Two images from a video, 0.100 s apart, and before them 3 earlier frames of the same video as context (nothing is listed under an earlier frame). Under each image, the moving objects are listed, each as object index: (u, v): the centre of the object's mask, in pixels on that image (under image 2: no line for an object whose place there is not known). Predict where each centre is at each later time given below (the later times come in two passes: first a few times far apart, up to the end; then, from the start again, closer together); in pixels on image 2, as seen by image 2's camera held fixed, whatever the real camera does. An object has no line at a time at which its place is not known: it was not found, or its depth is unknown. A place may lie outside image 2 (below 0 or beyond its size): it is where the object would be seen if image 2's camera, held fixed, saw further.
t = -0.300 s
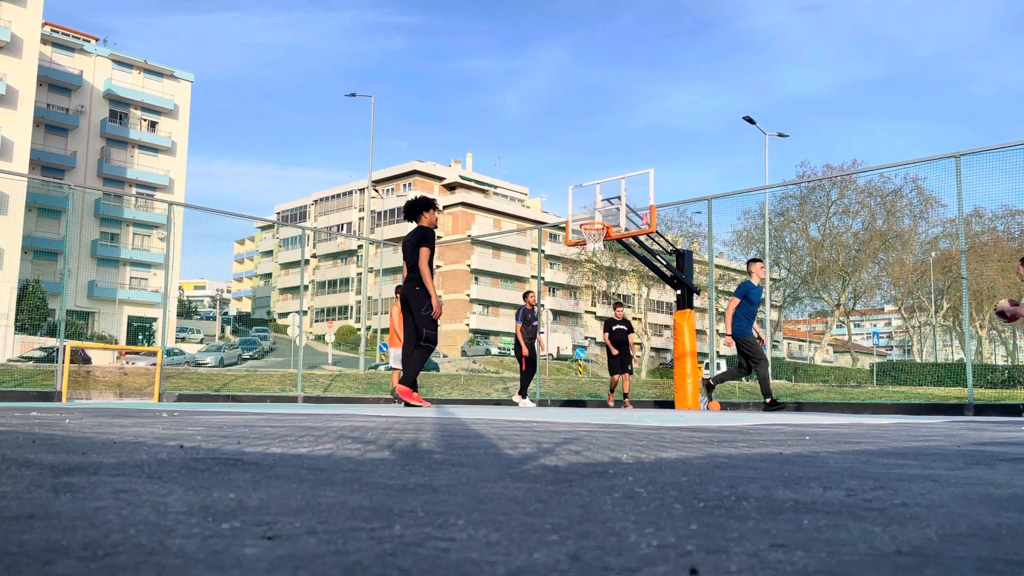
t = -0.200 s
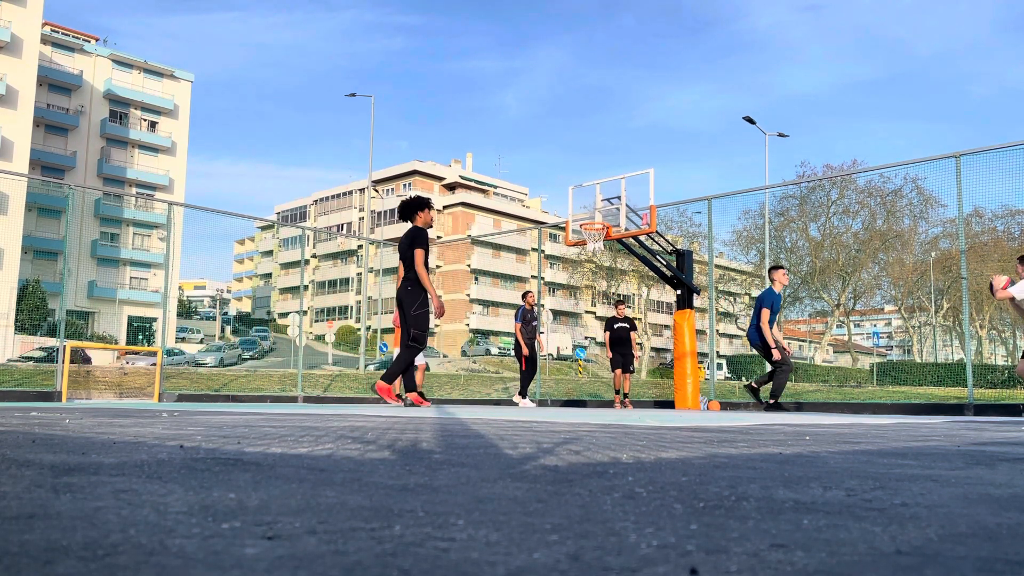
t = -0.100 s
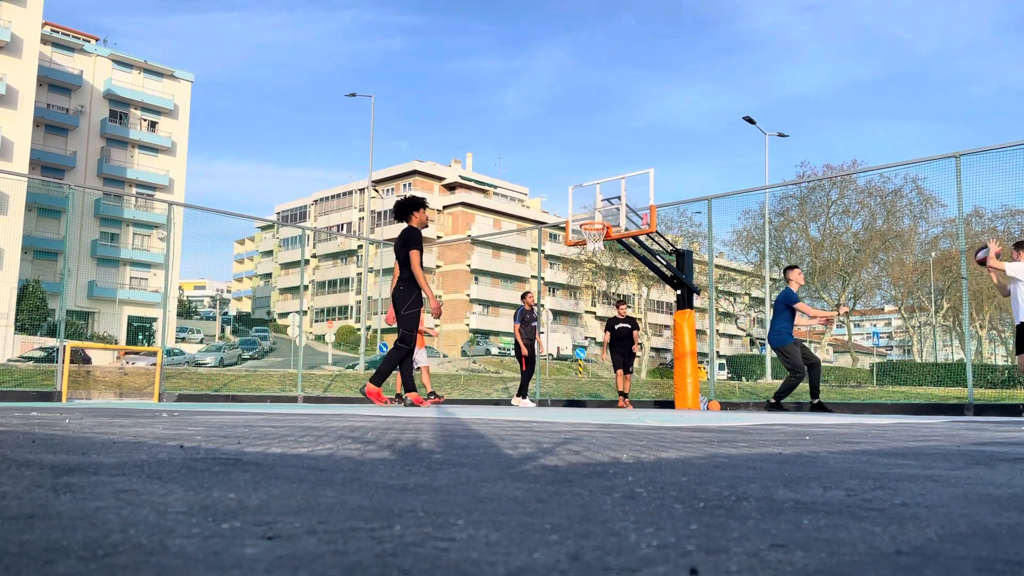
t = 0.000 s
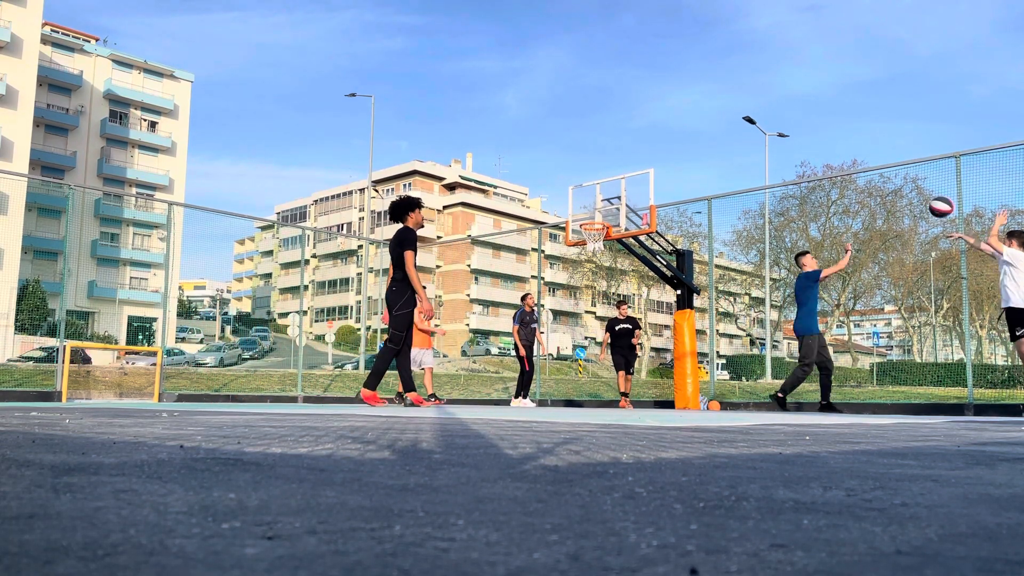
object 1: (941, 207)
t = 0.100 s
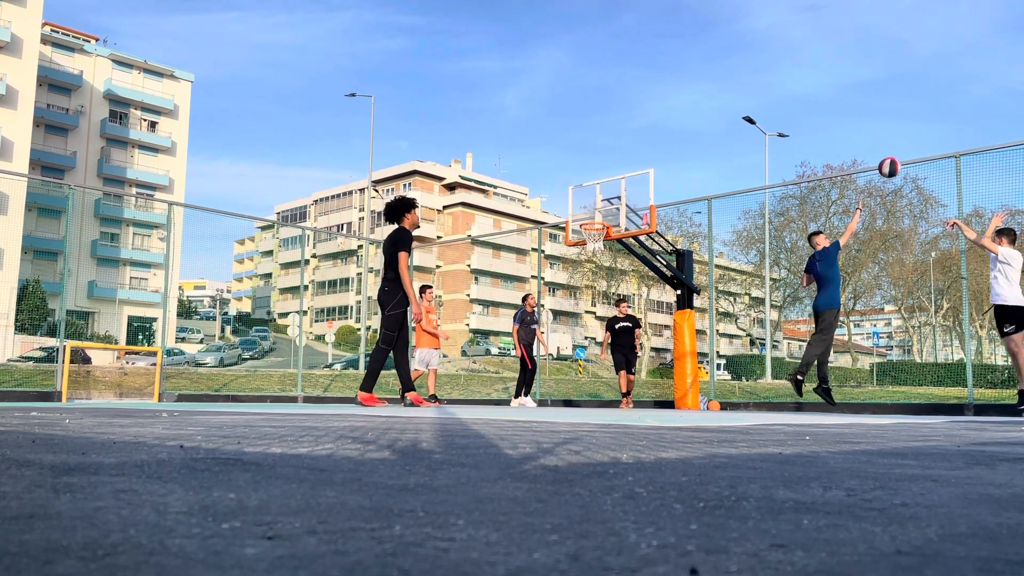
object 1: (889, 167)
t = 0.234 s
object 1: (830, 133)
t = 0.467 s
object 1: (746, 114)
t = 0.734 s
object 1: (671, 136)
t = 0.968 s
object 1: (618, 185)
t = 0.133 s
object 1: (874, 157)
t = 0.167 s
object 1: (859, 148)
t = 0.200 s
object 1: (844, 140)
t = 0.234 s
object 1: (830, 133)
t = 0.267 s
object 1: (817, 127)
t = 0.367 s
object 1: (779, 116)
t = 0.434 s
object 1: (756, 114)
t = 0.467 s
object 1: (746, 114)
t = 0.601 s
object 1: (706, 119)
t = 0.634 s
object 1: (696, 123)
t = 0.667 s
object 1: (688, 126)
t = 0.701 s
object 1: (679, 131)
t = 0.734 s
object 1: (671, 136)
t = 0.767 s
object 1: (663, 141)
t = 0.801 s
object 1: (655, 148)
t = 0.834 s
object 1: (647, 154)
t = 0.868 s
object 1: (640, 161)
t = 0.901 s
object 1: (632, 169)
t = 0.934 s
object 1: (625, 177)
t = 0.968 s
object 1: (618, 185)
